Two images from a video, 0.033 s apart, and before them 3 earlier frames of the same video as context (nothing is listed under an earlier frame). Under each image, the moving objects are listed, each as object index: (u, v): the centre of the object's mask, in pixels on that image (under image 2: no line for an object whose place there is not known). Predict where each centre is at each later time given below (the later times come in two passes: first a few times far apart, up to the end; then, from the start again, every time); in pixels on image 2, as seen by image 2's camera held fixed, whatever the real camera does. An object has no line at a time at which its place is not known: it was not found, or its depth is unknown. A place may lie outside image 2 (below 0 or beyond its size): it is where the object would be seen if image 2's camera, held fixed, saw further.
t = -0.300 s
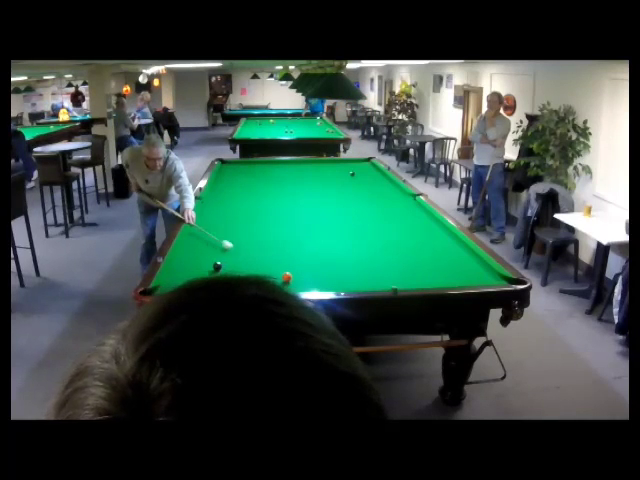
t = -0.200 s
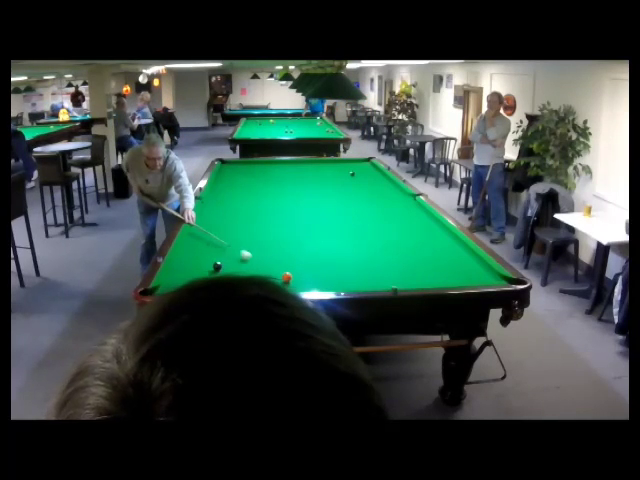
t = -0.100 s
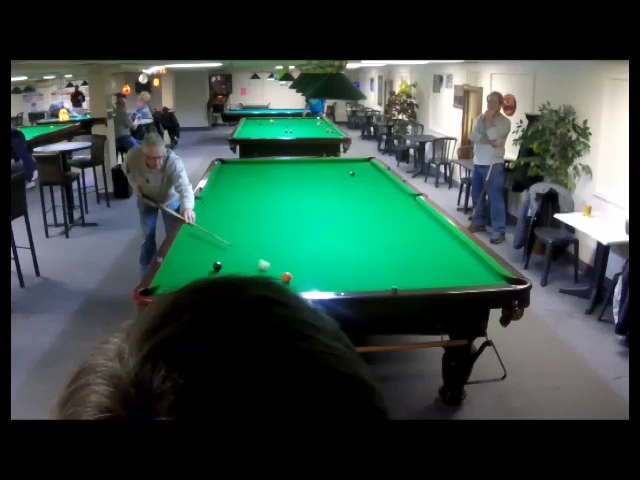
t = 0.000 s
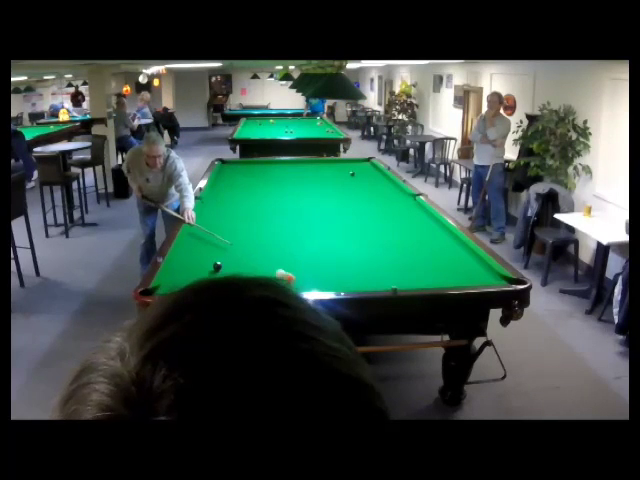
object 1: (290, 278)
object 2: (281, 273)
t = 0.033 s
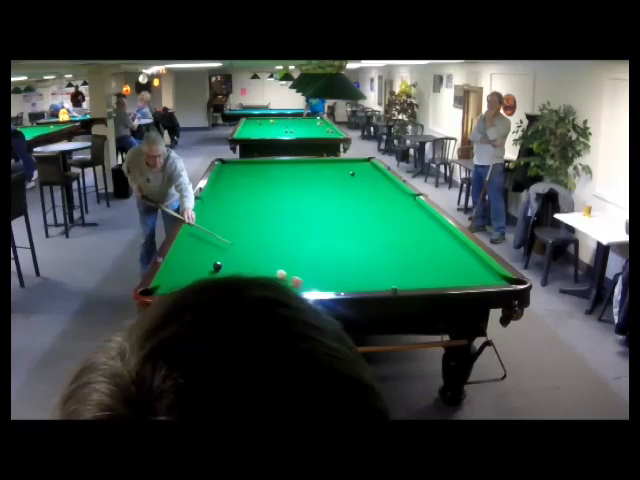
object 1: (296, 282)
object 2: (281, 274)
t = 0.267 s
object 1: (321, 277)
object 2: (293, 280)
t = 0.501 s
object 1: (334, 263)
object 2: (305, 285)
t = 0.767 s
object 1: (347, 250)
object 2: (313, 280)
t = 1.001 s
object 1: (357, 241)
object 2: (320, 277)
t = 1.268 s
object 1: (367, 231)
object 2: (327, 272)
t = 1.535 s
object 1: (376, 223)
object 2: (333, 267)
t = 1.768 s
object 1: (383, 216)
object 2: (339, 264)
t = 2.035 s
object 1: (390, 210)
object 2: (344, 261)
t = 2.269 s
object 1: (396, 205)
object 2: (348, 258)
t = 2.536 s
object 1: (401, 200)
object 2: (351, 256)
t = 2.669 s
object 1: (404, 198)
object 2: (353, 255)
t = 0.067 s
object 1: (303, 284)
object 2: (282, 274)
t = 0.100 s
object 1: (309, 285)
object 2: (283, 275)
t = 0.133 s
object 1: (313, 284)
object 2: (285, 276)
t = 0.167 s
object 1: (315, 282)
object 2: (287, 276)
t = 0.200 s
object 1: (317, 281)
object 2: (288, 277)
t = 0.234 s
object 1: (319, 279)
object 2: (290, 278)
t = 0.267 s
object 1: (321, 277)
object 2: (293, 280)
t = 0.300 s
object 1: (323, 275)
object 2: (295, 281)
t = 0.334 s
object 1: (325, 273)
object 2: (296, 282)
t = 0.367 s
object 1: (327, 271)
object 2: (298, 283)
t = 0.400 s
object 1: (329, 269)
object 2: (300, 284)
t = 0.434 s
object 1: (331, 267)
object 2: (302, 284)
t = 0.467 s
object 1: (333, 265)
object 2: (303, 285)
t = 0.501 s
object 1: (334, 263)
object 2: (305, 285)
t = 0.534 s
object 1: (336, 261)
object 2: (306, 285)
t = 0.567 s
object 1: (338, 260)
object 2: (307, 284)
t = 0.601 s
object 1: (339, 258)
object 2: (308, 284)
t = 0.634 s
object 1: (341, 256)
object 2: (309, 283)
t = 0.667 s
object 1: (343, 255)
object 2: (310, 282)
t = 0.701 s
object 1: (344, 253)
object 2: (311, 282)
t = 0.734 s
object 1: (346, 251)
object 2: (312, 281)
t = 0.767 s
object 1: (347, 250)
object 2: (313, 280)
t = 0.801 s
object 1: (349, 249)
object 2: (314, 280)
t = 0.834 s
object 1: (351, 247)
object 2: (315, 280)
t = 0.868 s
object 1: (352, 246)
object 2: (316, 279)
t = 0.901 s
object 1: (353, 244)
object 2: (317, 279)
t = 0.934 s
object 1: (355, 243)
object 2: (318, 278)
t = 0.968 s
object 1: (356, 242)
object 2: (319, 278)
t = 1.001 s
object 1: (357, 241)
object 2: (320, 277)
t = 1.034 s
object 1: (358, 239)
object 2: (321, 276)
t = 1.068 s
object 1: (360, 238)
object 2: (322, 275)
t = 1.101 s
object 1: (361, 236)
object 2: (323, 274)
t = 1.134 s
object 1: (362, 236)
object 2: (324, 274)
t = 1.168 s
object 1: (364, 234)
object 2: (325, 273)
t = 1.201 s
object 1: (365, 233)
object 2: (326, 272)
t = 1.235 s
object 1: (366, 232)
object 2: (326, 272)
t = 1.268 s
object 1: (367, 231)
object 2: (327, 272)
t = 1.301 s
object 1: (368, 230)
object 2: (328, 271)
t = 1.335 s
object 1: (370, 229)
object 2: (329, 270)
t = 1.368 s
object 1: (371, 228)
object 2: (330, 270)
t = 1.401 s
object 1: (372, 227)
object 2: (330, 269)
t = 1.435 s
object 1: (373, 226)
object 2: (331, 269)
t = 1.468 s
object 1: (374, 225)
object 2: (332, 268)
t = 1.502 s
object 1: (375, 224)
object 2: (333, 267)
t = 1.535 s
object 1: (376, 223)
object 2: (333, 267)
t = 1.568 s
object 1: (377, 222)
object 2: (334, 267)
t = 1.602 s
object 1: (378, 221)
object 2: (335, 266)
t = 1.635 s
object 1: (379, 220)
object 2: (336, 266)
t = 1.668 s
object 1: (380, 219)
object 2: (336, 265)
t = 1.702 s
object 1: (381, 218)
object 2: (337, 265)
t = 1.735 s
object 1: (382, 217)
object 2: (338, 264)
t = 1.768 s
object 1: (383, 216)
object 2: (339, 264)
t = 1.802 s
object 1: (384, 215)
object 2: (339, 263)
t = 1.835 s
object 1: (385, 215)
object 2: (340, 263)
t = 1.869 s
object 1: (386, 214)
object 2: (341, 263)
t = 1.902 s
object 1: (387, 213)
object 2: (341, 262)
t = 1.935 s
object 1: (387, 212)
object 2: (342, 262)
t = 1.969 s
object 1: (388, 212)
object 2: (343, 261)
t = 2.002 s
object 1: (389, 211)
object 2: (343, 261)
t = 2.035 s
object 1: (390, 210)
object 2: (344, 261)
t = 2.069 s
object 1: (391, 209)
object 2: (344, 260)
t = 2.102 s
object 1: (392, 209)
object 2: (345, 260)
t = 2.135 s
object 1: (392, 208)
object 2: (346, 260)
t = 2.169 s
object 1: (393, 207)
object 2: (346, 259)
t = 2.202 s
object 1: (394, 207)
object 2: (347, 259)
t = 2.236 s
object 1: (395, 206)
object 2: (347, 259)
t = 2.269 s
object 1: (396, 205)
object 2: (348, 258)
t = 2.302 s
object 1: (396, 205)
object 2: (348, 258)
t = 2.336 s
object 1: (397, 204)
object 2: (349, 258)
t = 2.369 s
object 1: (398, 203)
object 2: (349, 257)
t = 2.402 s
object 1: (398, 203)
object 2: (350, 257)
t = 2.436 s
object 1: (399, 202)
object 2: (350, 257)
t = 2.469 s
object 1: (400, 201)
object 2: (351, 256)
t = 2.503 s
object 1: (401, 201)
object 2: (351, 256)
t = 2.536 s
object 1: (401, 200)
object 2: (351, 256)
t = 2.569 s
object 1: (402, 200)
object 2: (352, 256)
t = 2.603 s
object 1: (403, 199)
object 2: (352, 255)
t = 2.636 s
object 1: (403, 199)
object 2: (353, 255)
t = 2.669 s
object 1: (404, 198)
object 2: (353, 255)
